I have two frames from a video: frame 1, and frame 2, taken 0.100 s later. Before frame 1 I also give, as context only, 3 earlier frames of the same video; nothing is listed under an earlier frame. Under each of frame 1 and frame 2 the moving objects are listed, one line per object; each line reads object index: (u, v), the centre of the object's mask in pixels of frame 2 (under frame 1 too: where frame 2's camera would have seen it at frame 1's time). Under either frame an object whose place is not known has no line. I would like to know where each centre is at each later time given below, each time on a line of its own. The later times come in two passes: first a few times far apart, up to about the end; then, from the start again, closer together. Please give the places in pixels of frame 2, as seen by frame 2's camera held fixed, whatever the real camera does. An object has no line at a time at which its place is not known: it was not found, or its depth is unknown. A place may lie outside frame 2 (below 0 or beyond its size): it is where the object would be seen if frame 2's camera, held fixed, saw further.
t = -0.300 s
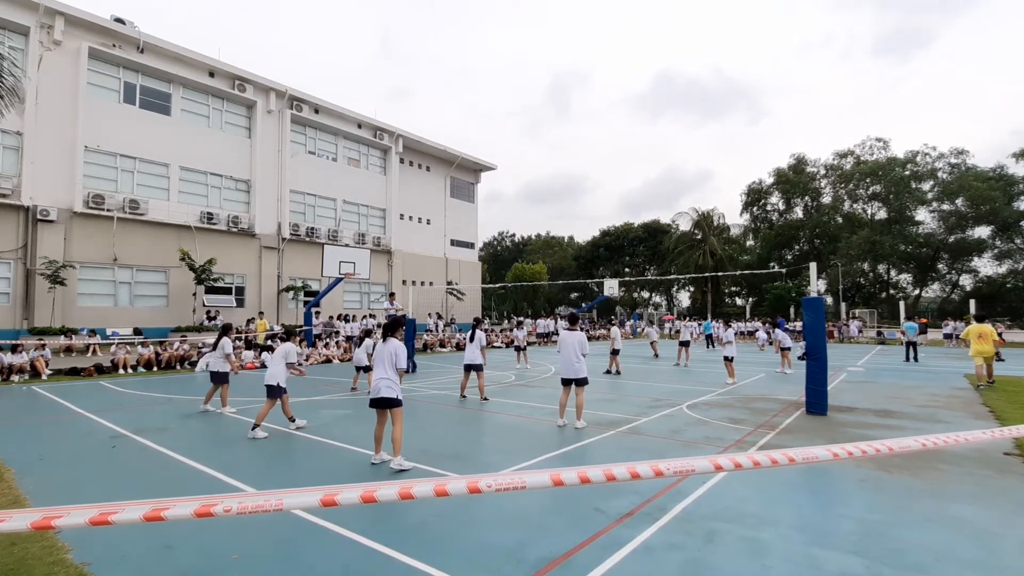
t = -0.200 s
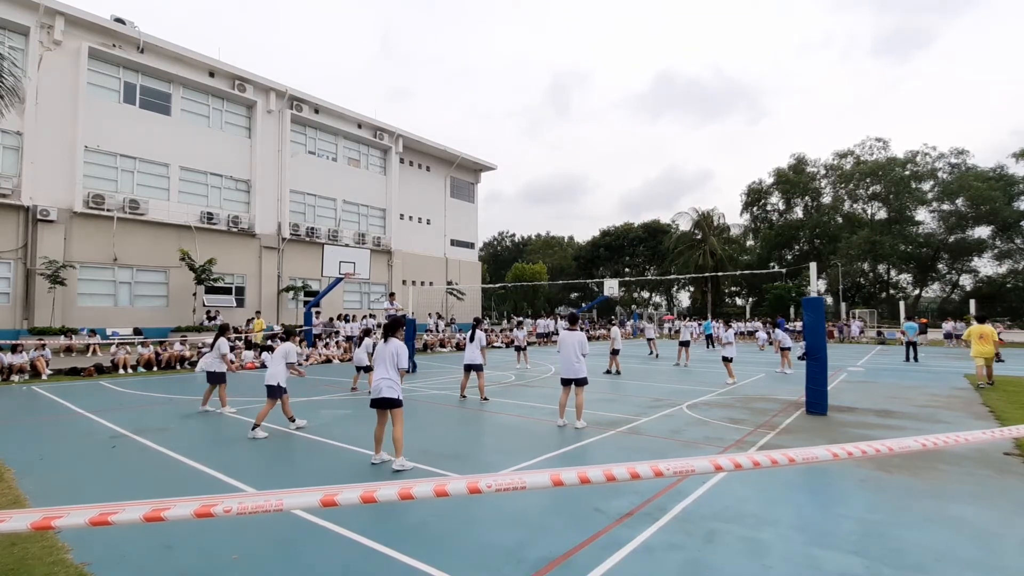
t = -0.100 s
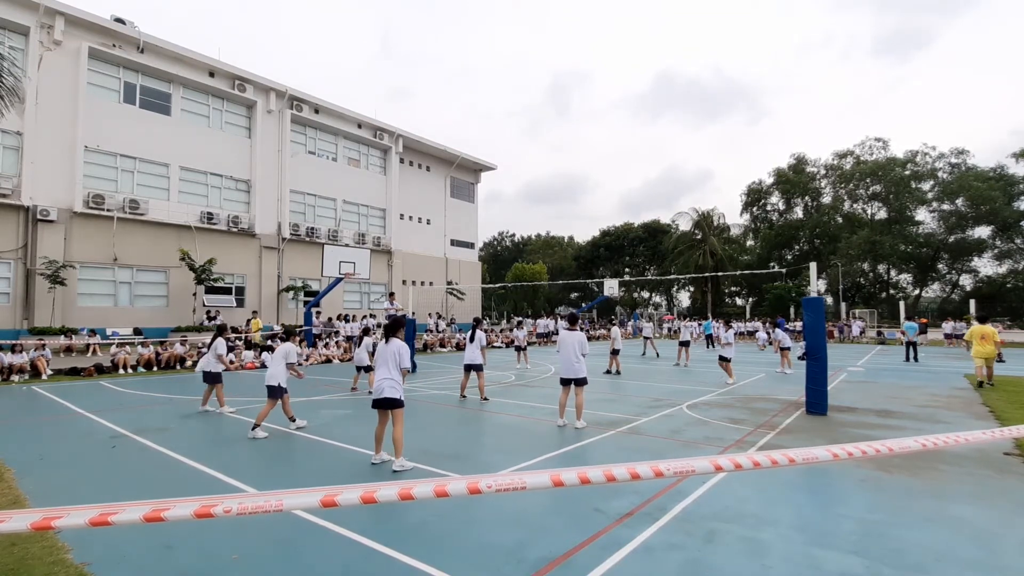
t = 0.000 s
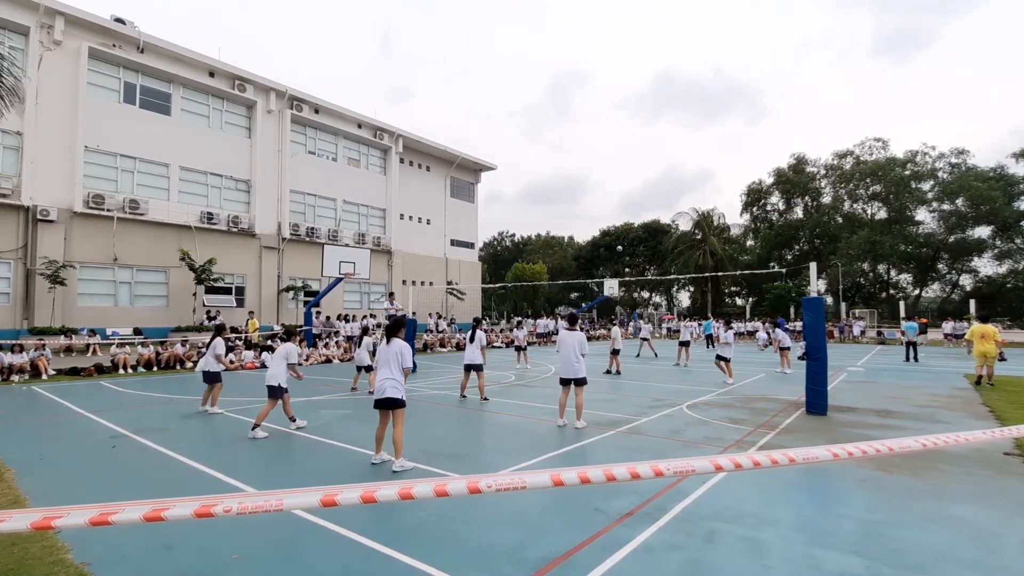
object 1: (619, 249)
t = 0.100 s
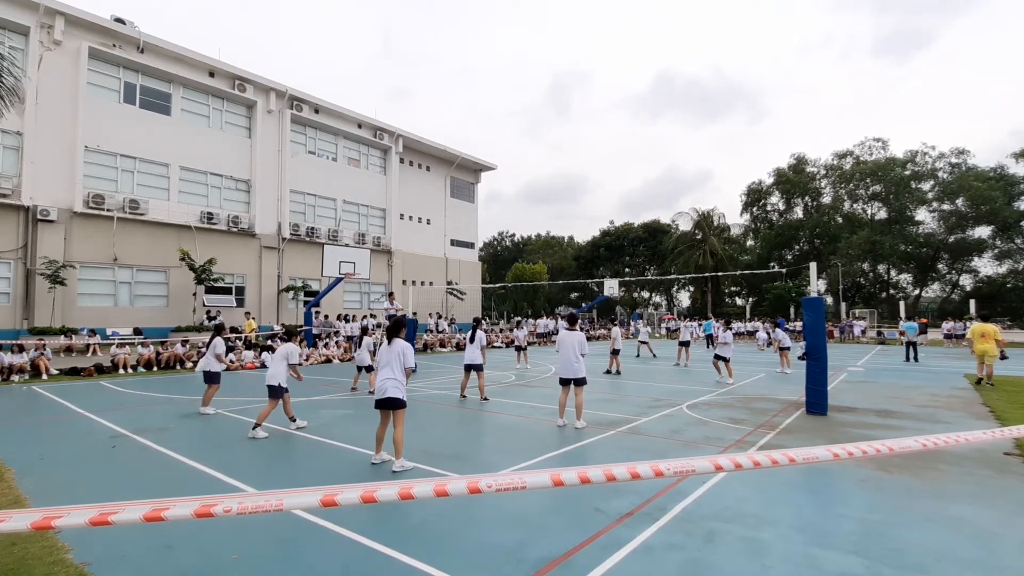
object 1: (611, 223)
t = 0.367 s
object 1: (589, 160)
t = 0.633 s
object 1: (564, 115)
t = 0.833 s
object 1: (542, 94)
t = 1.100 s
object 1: (512, 86)
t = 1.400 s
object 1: (473, 107)
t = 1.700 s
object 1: (430, 166)
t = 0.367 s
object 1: (589, 160)
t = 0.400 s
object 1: (586, 154)
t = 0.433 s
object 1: (583, 147)
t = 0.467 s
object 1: (580, 141)
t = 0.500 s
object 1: (577, 135)
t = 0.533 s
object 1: (574, 130)
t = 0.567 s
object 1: (570, 125)
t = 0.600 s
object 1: (567, 120)
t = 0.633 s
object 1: (564, 115)
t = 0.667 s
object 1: (560, 111)
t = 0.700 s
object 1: (557, 107)
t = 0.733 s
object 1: (553, 103)
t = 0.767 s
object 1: (549, 100)
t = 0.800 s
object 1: (546, 97)
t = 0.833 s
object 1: (542, 94)
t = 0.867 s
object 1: (539, 92)
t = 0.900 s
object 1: (535, 90)
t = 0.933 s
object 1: (531, 89)
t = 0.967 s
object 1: (528, 87)
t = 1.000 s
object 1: (524, 86)
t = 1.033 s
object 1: (520, 86)
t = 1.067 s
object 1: (516, 85)
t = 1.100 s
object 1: (512, 86)
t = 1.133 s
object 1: (508, 86)
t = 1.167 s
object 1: (503, 88)
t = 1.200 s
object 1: (499, 89)
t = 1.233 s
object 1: (495, 91)
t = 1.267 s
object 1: (491, 93)
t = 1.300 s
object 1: (487, 96)
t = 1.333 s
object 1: (482, 99)
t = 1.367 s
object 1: (478, 102)
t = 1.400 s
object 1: (473, 107)
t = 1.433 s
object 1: (469, 111)
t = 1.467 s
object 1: (464, 116)
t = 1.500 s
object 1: (460, 122)
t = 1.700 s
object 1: (430, 166)
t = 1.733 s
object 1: (426, 175)
